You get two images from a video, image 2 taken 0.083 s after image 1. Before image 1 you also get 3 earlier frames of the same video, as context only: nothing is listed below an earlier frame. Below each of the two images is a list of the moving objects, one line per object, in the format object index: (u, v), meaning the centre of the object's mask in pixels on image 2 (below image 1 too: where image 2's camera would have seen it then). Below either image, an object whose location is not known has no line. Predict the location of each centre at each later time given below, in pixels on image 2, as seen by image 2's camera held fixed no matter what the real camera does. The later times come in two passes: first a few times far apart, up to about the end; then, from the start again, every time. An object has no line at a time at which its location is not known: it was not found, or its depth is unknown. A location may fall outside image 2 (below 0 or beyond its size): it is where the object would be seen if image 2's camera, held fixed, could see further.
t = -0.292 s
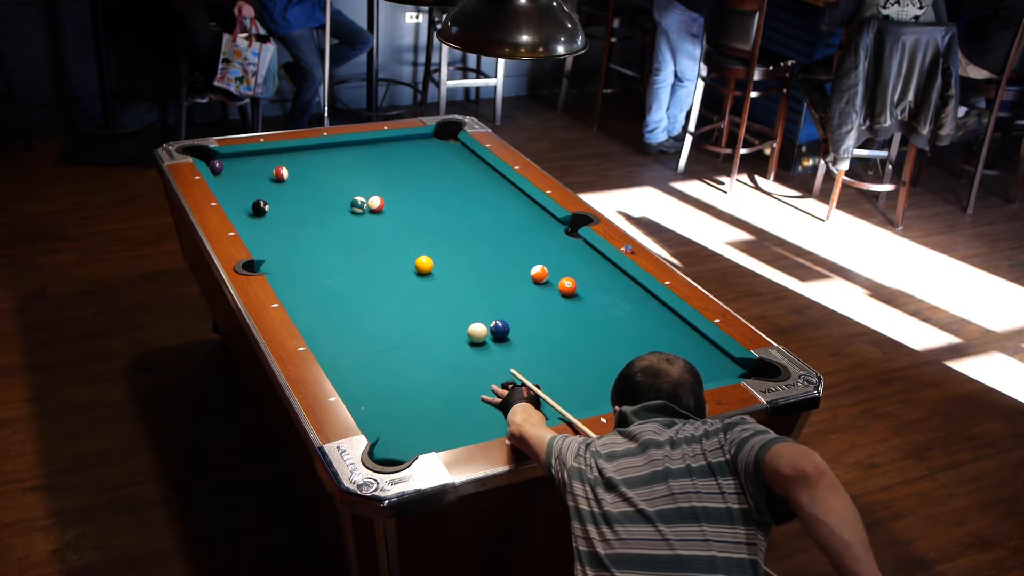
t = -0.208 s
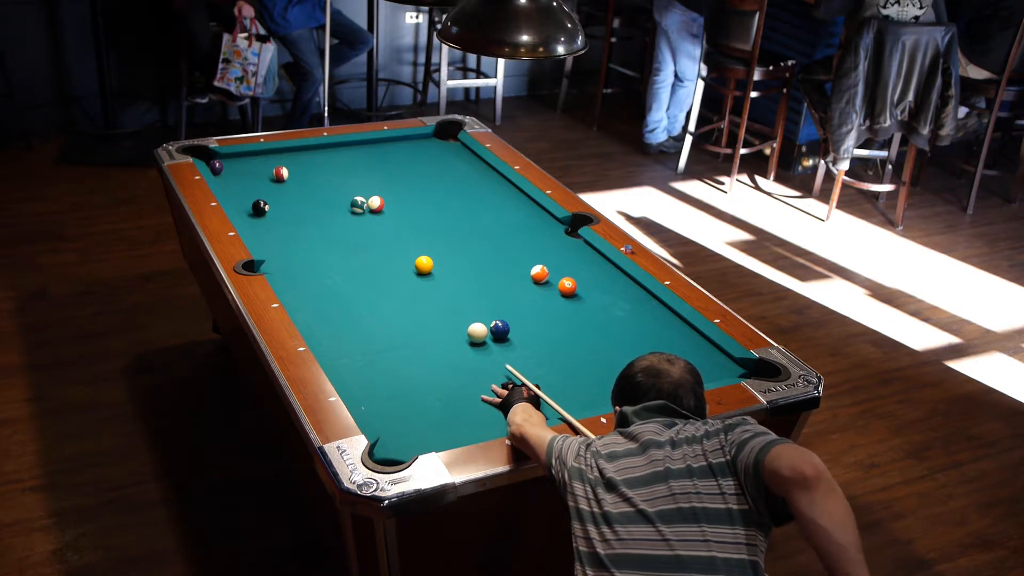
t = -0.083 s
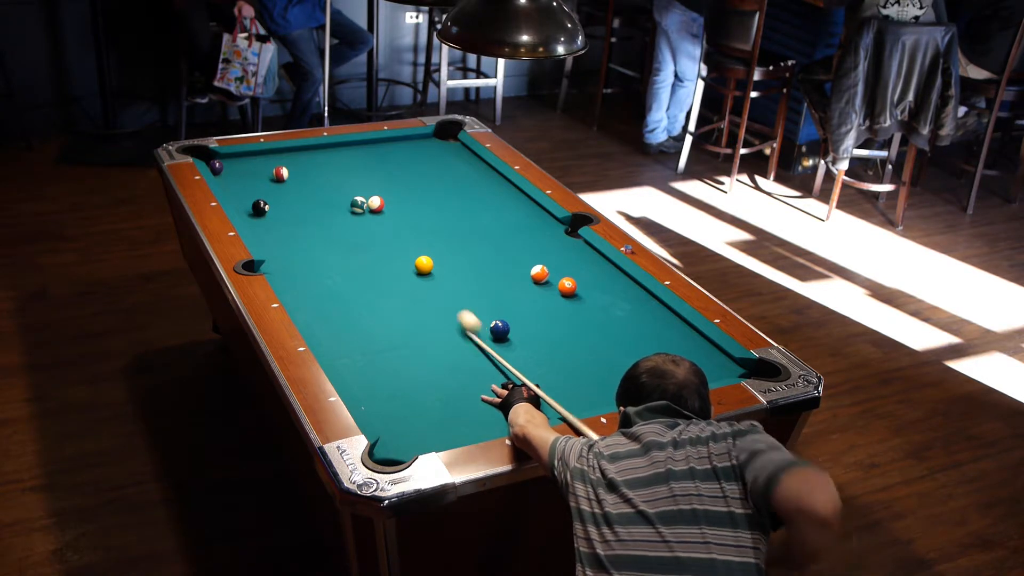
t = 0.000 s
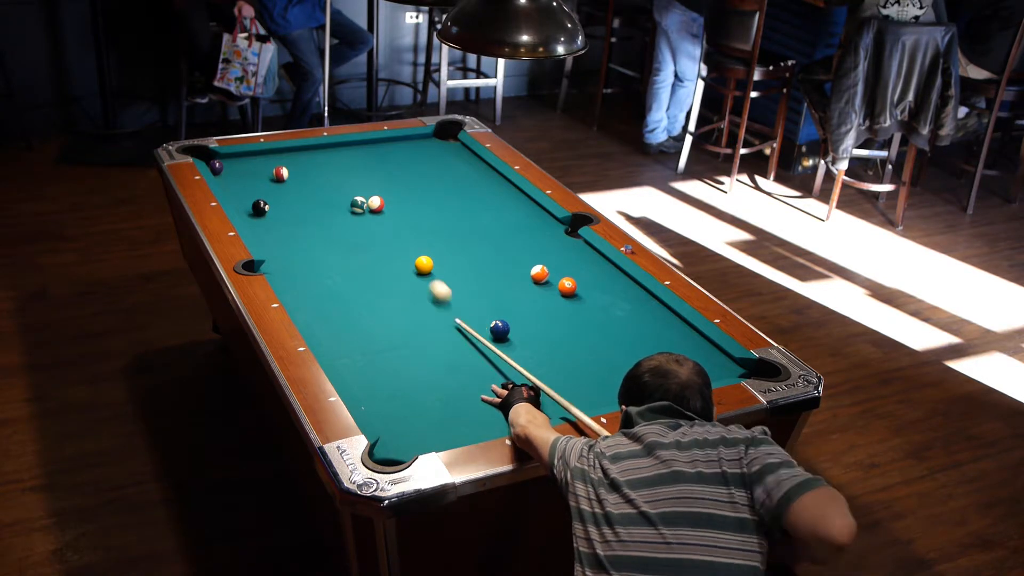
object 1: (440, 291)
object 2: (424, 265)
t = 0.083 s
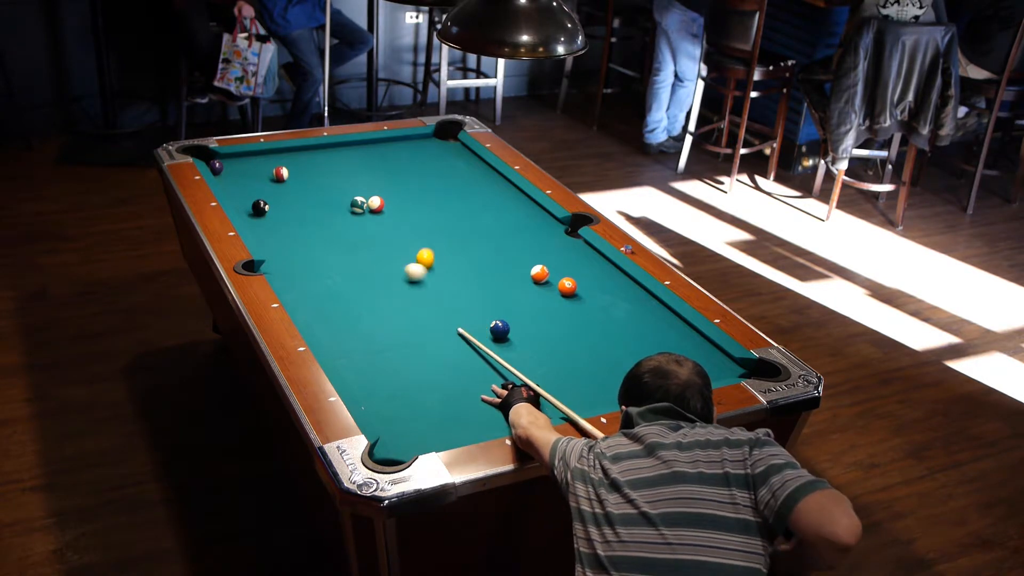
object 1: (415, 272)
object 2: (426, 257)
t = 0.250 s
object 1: (372, 272)
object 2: (431, 223)
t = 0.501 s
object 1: (329, 282)
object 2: (437, 184)
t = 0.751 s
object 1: (303, 292)
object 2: (442, 151)
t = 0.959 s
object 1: (324, 296)
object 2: (446, 131)
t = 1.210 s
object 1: (348, 301)
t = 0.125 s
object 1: (403, 272)
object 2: (427, 248)
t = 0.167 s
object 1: (392, 271)
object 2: (428, 239)
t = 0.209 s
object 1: (382, 272)
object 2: (430, 230)
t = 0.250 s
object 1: (372, 272)
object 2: (431, 223)
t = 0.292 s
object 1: (364, 273)
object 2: (432, 216)
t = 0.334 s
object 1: (357, 275)
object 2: (433, 209)
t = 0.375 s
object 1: (350, 277)
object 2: (434, 202)
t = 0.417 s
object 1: (343, 278)
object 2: (435, 196)
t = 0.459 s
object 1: (336, 280)
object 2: (436, 190)
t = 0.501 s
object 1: (329, 282)
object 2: (437, 184)
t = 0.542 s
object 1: (322, 284)
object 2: (438, 178)
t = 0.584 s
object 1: (315, 286)
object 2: (439, 172)
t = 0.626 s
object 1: (308, 288)
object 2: (440, 167)
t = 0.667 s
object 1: (301, 290)
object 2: (441, 162)
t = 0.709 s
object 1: (298, 291)
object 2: (442, 156)
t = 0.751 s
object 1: (303, 292)
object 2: (442, 151)
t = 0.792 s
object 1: (307, 292)
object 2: (443, 146)
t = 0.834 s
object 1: (311, 293)
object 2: (444, 142)
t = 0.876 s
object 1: (316, 294)
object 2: (445, 137)
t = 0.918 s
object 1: (320, 295)
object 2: (445, 133)
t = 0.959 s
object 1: (324, 296)
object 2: (446, 131)
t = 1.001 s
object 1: (328, 297)
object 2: (451, 134)
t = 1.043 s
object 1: (332, 298)
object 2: (455, 139)
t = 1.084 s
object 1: (336, 298)
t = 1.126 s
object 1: (341, 299)
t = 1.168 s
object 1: (345, 300)
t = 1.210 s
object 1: (348, 301)
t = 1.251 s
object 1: (352, 301)
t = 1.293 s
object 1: (356, 302)
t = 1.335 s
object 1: (360, 303)
